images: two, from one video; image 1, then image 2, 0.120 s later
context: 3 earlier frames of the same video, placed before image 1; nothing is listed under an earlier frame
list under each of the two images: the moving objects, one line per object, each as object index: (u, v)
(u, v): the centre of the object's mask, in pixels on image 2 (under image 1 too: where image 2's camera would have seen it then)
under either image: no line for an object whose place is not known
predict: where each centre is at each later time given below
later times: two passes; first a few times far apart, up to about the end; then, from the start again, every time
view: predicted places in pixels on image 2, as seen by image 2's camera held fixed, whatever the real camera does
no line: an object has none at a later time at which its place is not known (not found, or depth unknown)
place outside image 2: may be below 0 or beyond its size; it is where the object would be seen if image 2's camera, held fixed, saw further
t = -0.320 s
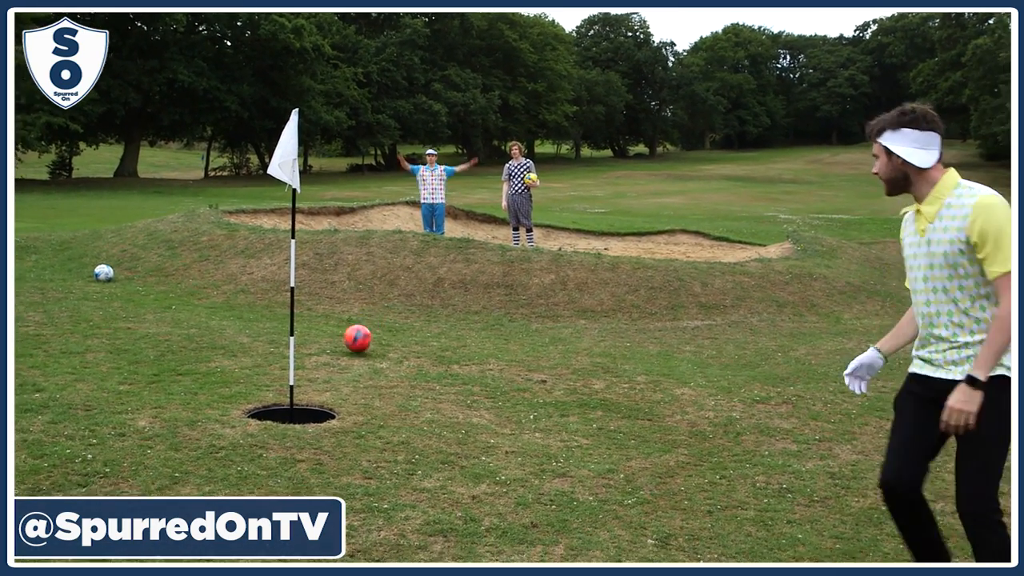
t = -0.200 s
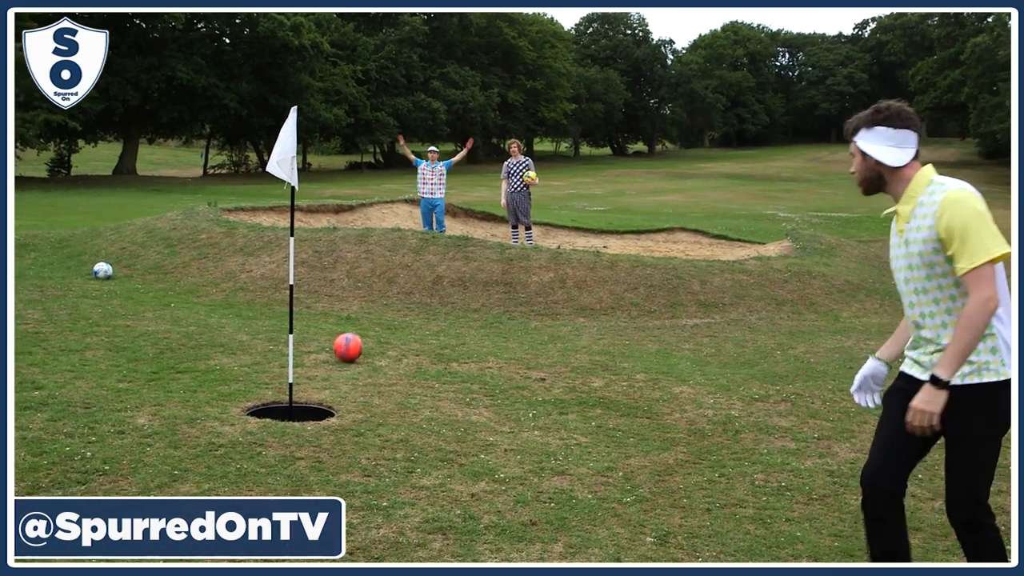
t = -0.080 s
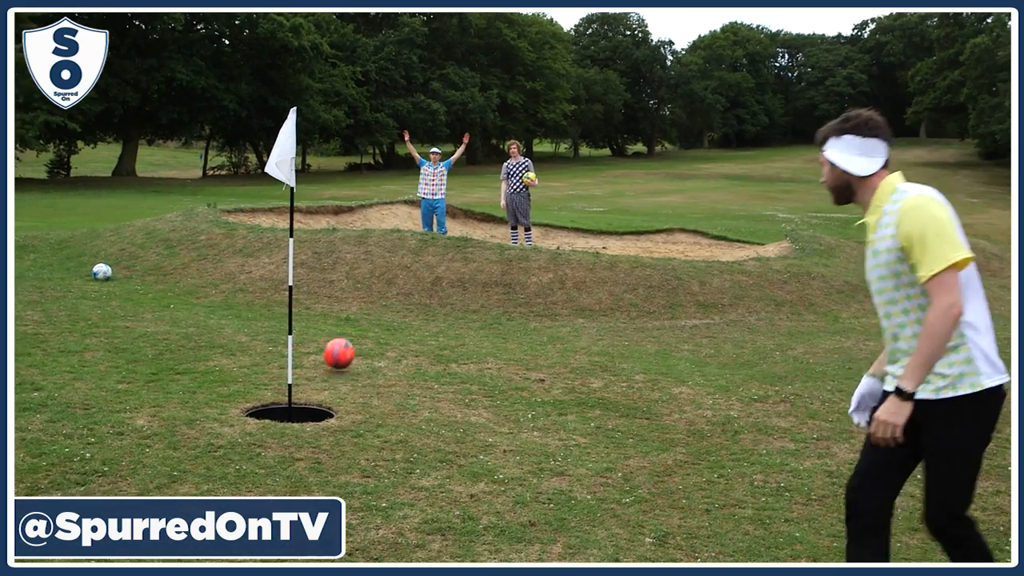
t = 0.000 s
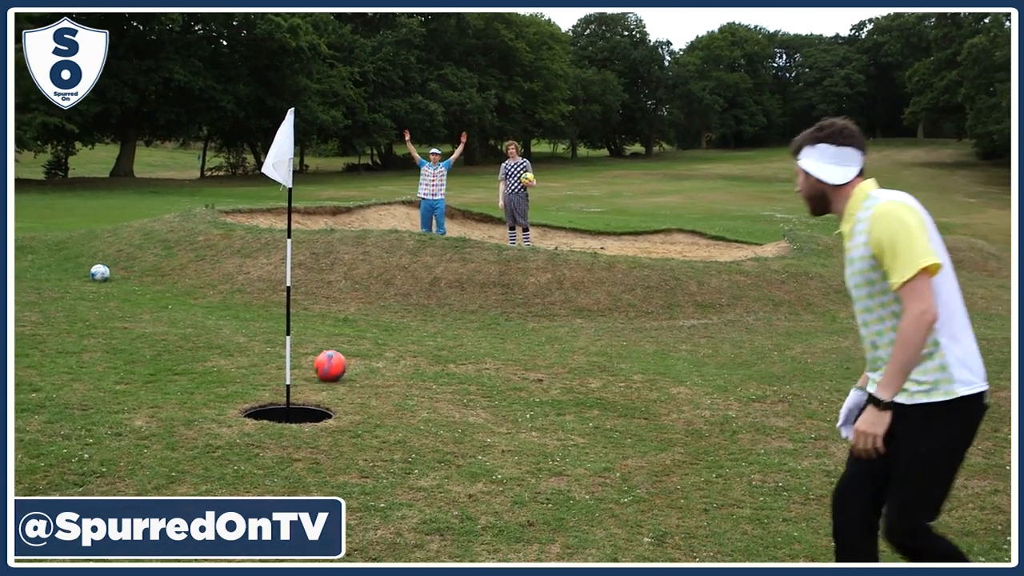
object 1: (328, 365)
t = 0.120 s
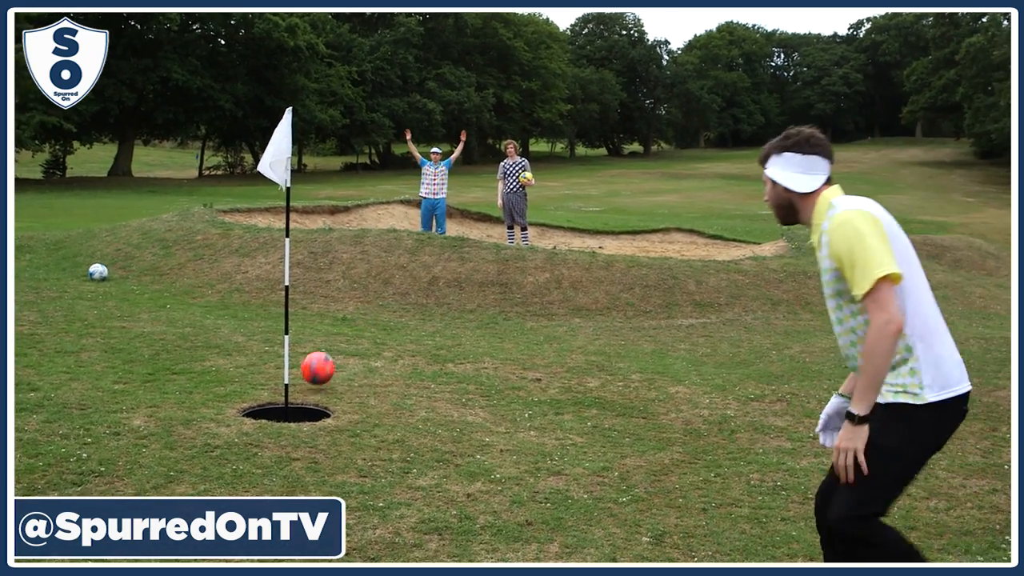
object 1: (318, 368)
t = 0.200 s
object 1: (309, 383)
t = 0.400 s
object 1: (322, 394)
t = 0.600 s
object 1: (342, 397)
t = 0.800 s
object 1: (364, 402)
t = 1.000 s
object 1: (385, 409)
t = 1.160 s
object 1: (403, 415)
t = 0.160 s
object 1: (314, 373)
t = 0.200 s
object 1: (309, 383)
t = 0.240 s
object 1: (305, 389)
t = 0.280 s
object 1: (300, 397)
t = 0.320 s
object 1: (304, 395)
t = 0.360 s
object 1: (313, 393)
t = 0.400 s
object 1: (322, 394)
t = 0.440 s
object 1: (329, 395)
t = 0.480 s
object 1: (332, 393)
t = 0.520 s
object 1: (335, 393)
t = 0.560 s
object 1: (338, 395)
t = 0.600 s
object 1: (342, 397)
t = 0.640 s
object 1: (346, 397)
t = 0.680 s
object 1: (351, 400)
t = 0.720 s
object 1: (355, 400)
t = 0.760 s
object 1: (359, 401)
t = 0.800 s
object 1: (364, 402)
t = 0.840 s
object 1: (368, 403)
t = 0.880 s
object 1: (373, 405)
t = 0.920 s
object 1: (376, 406)
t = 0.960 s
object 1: (381, 407)
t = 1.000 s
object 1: (385, 409)
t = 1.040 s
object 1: (390, 410)
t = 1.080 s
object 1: (395, 412)
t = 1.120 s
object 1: (399, 413)
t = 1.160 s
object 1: (403, 415)
